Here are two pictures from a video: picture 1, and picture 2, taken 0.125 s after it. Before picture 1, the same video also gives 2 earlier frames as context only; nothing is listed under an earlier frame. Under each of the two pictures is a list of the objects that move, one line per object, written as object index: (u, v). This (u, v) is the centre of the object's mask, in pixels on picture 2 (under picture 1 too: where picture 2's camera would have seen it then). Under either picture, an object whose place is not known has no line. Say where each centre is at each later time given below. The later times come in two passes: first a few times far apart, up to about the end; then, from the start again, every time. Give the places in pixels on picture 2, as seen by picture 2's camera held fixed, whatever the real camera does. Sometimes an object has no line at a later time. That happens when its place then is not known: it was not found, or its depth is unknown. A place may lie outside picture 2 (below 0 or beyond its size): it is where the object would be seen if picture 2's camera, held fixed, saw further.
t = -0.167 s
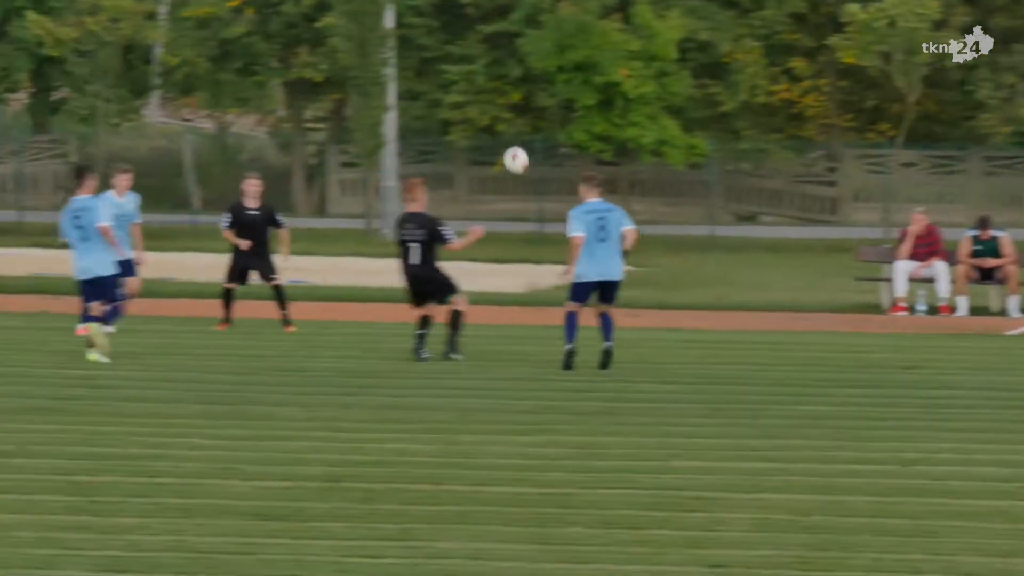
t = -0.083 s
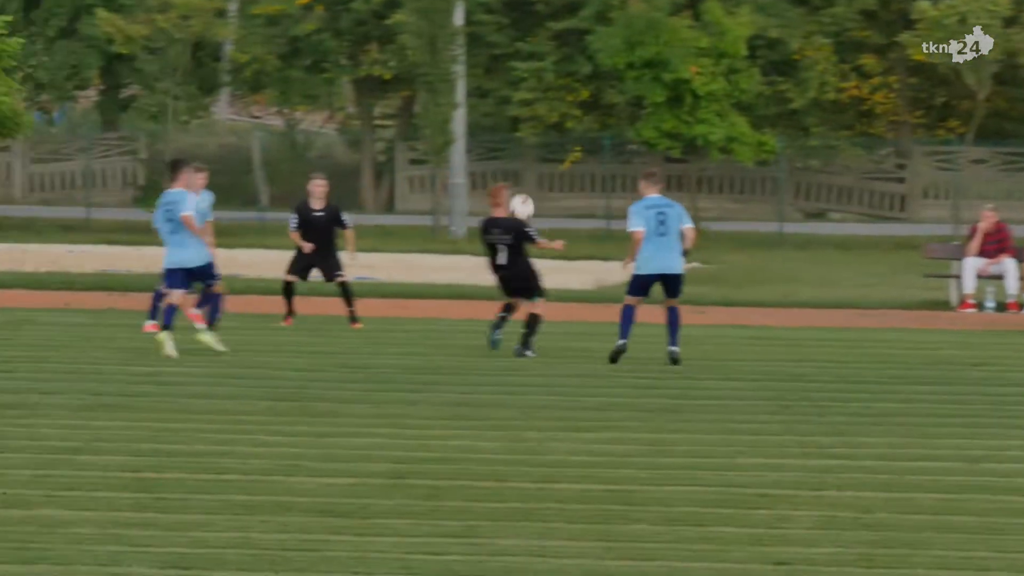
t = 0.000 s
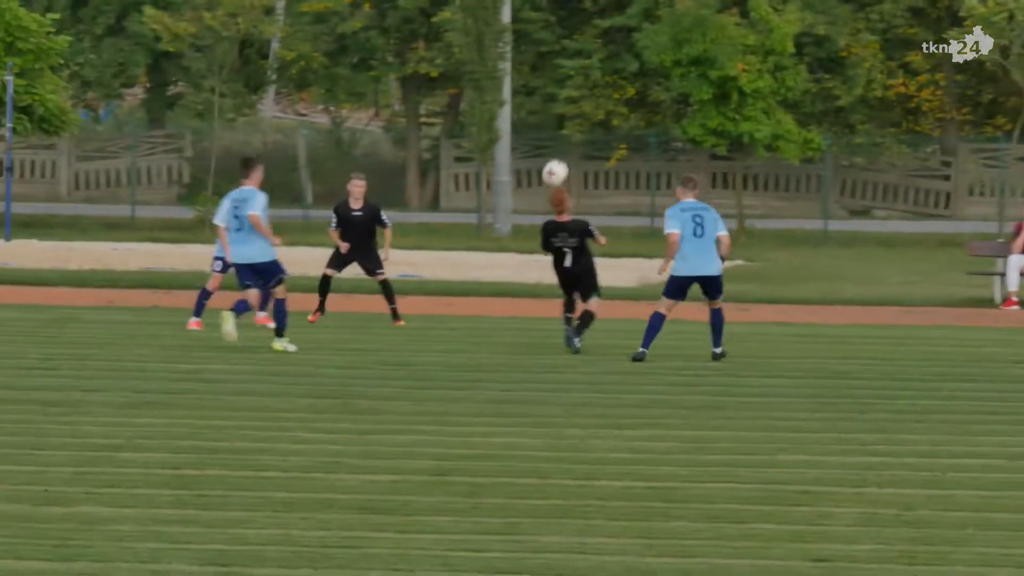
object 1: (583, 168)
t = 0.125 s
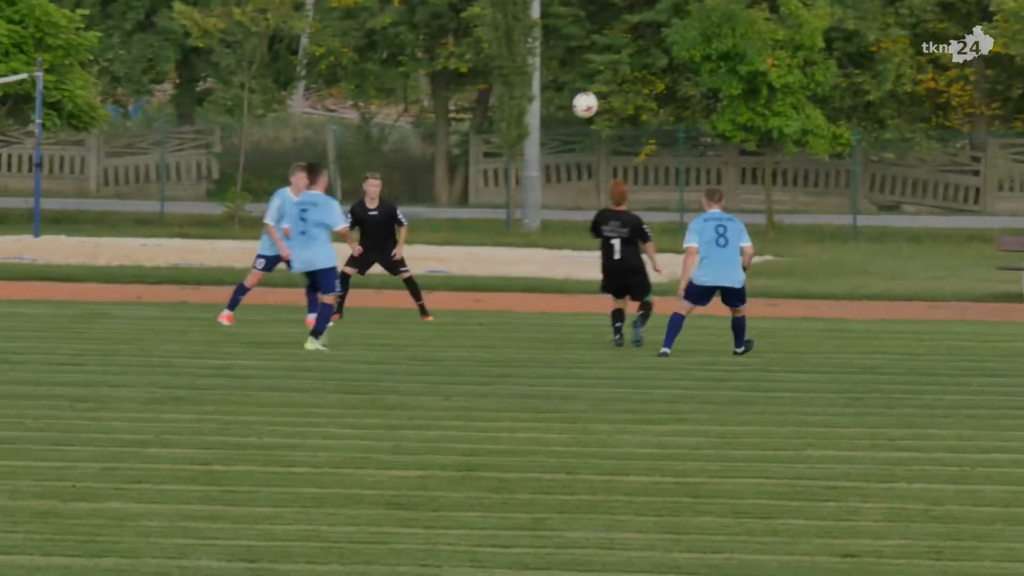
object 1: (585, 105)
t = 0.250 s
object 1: (586, 57)
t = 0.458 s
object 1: (586, 18)
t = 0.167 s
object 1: (585, 87)
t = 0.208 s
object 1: (585, 71)
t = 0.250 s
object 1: (586, 57)
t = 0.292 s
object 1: (586, 45)
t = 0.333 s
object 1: (586, 36)
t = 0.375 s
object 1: (586, 27)
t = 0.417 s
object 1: (586, 21)
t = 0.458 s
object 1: (586, 18)
